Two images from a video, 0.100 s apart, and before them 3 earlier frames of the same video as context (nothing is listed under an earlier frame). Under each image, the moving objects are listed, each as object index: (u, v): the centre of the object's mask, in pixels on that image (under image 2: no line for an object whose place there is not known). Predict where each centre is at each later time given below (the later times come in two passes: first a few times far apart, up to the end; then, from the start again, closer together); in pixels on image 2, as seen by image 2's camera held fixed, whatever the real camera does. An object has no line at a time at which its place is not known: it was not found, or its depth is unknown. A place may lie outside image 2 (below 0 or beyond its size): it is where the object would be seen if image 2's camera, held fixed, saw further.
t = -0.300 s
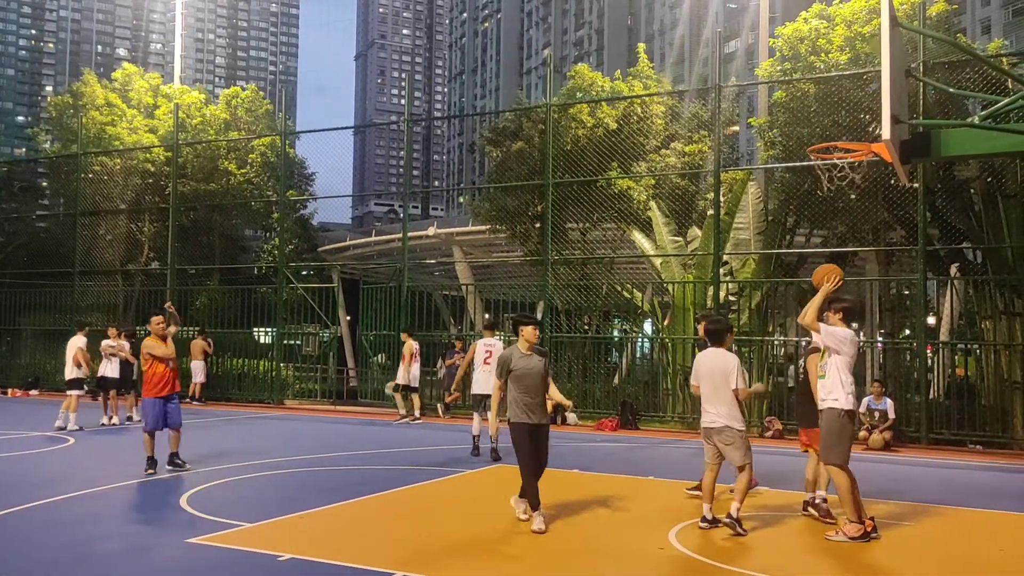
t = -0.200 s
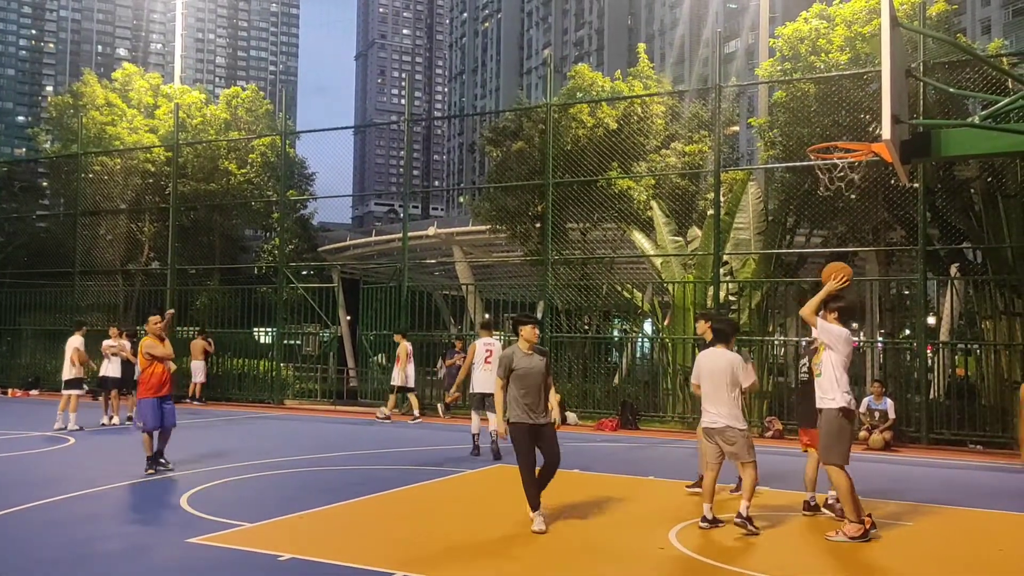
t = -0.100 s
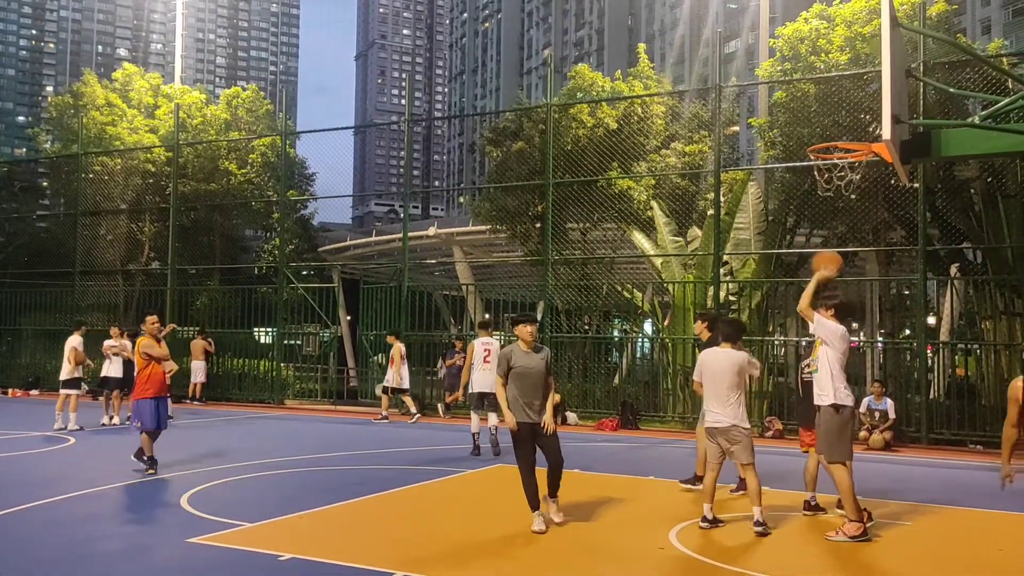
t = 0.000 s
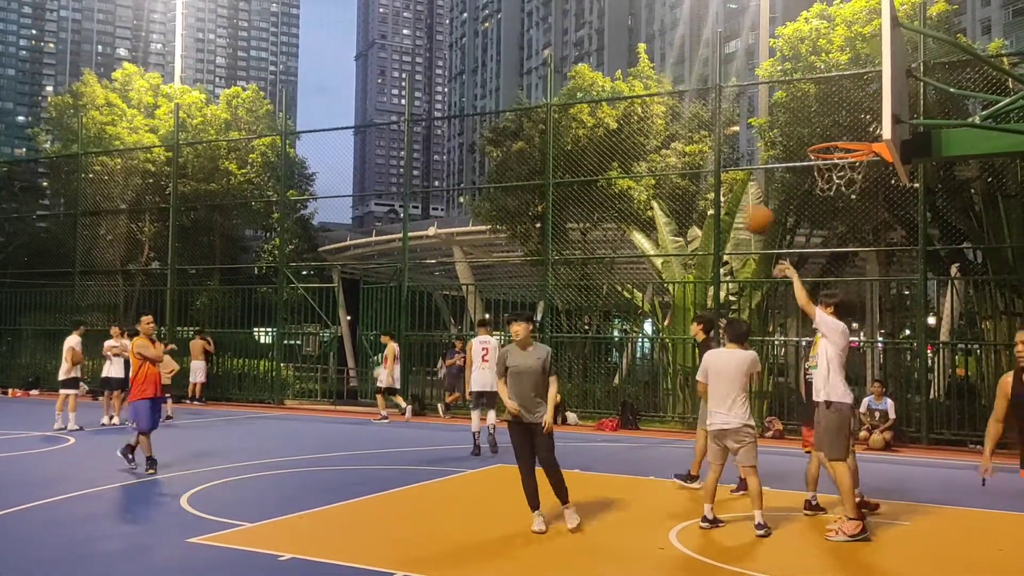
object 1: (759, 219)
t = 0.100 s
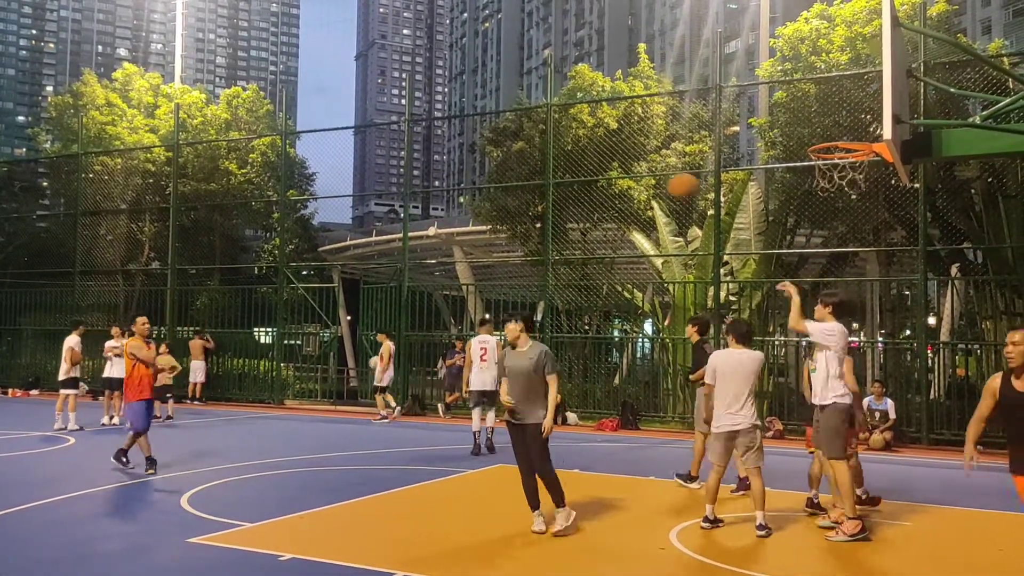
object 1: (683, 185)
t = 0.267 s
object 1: (569, 159)
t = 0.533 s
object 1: (410, 177)
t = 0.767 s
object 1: (286, 246)
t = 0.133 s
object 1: (660, 177)
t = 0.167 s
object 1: (636, 171)
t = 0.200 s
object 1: (614, 166)
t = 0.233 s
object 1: (591, 162)
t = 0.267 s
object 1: (569, 159)
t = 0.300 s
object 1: (549, 158)
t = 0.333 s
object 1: (527, 158)
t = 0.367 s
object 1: (508, 158)
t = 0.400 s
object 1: (488, 159)
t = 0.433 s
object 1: (467, 164)
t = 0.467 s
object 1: (447, 168)
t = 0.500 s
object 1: (429, 172)
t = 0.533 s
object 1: (410, 177)
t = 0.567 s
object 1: (391, 185)
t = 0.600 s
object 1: (374, 193)
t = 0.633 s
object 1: (356, 202)
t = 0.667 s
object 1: (338, 213)
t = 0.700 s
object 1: (320, 223)
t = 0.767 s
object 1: (286, 246)
